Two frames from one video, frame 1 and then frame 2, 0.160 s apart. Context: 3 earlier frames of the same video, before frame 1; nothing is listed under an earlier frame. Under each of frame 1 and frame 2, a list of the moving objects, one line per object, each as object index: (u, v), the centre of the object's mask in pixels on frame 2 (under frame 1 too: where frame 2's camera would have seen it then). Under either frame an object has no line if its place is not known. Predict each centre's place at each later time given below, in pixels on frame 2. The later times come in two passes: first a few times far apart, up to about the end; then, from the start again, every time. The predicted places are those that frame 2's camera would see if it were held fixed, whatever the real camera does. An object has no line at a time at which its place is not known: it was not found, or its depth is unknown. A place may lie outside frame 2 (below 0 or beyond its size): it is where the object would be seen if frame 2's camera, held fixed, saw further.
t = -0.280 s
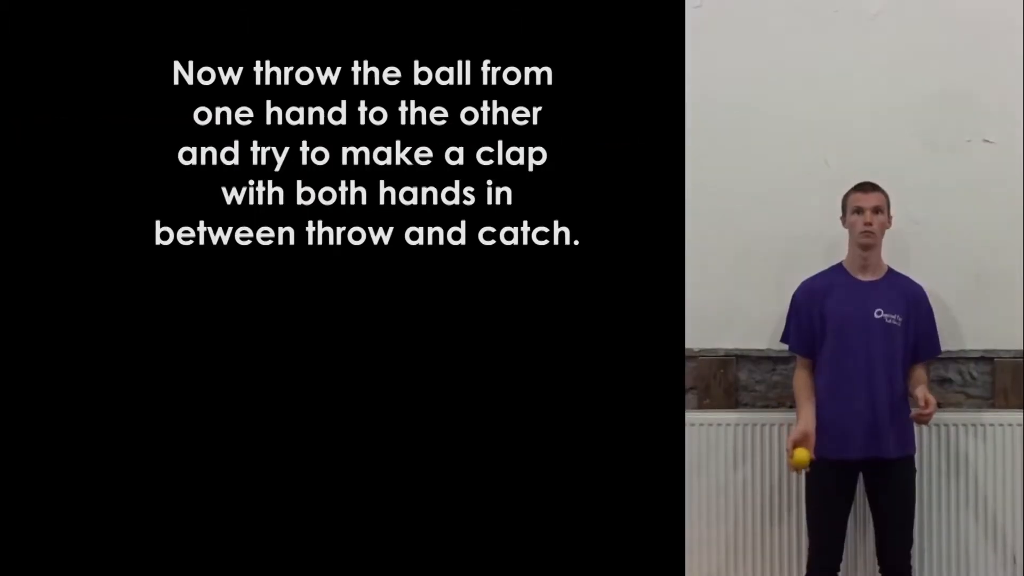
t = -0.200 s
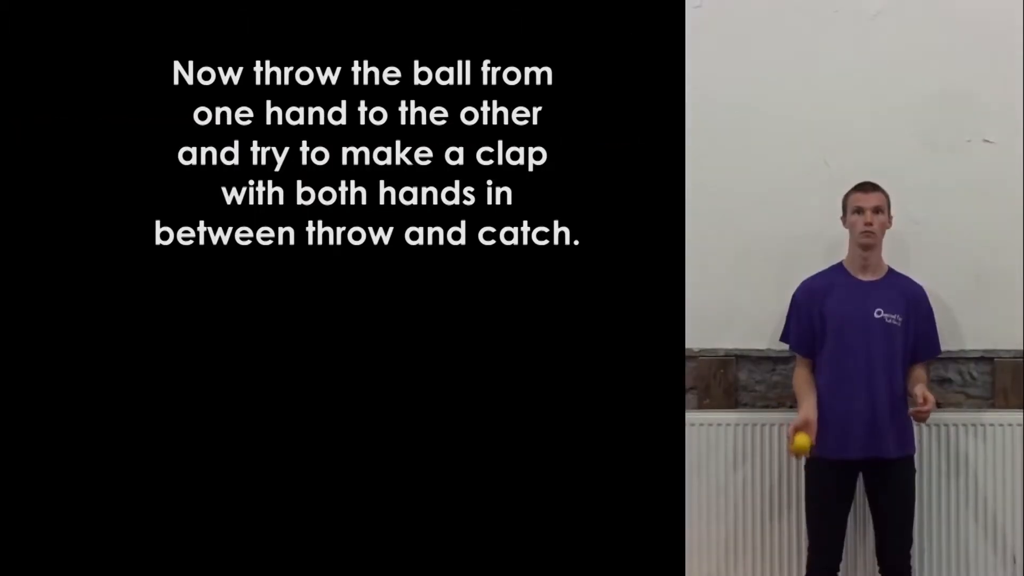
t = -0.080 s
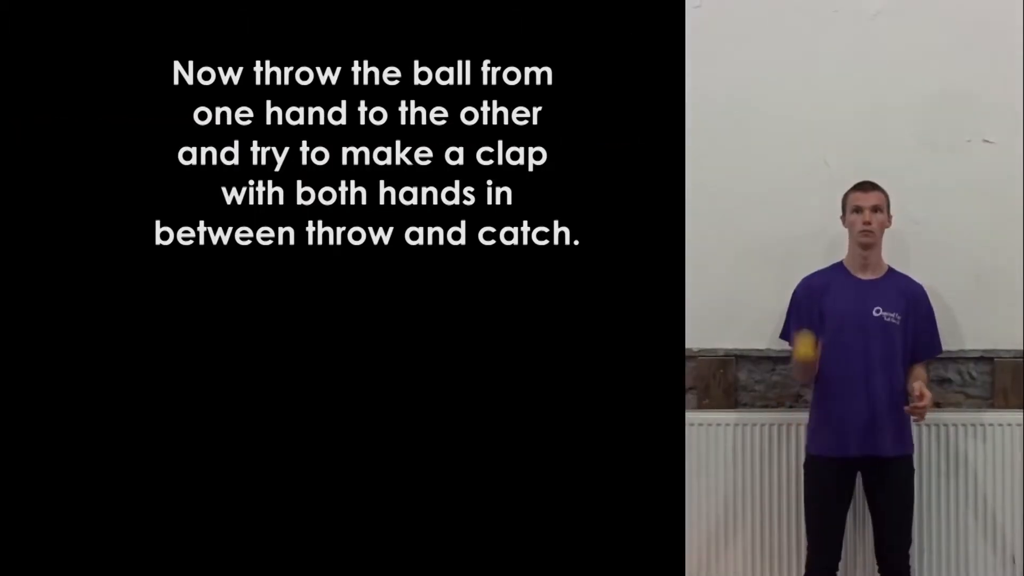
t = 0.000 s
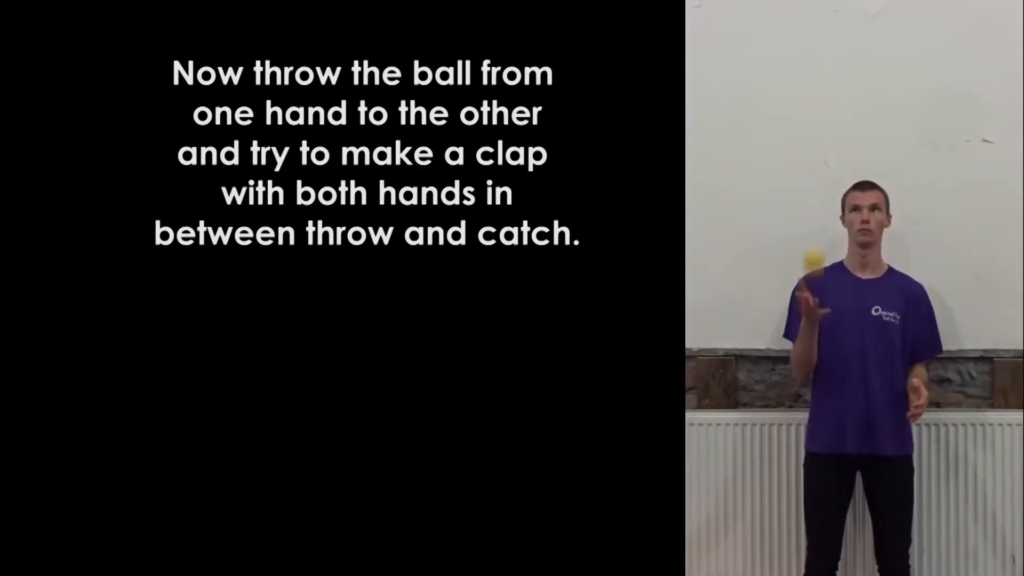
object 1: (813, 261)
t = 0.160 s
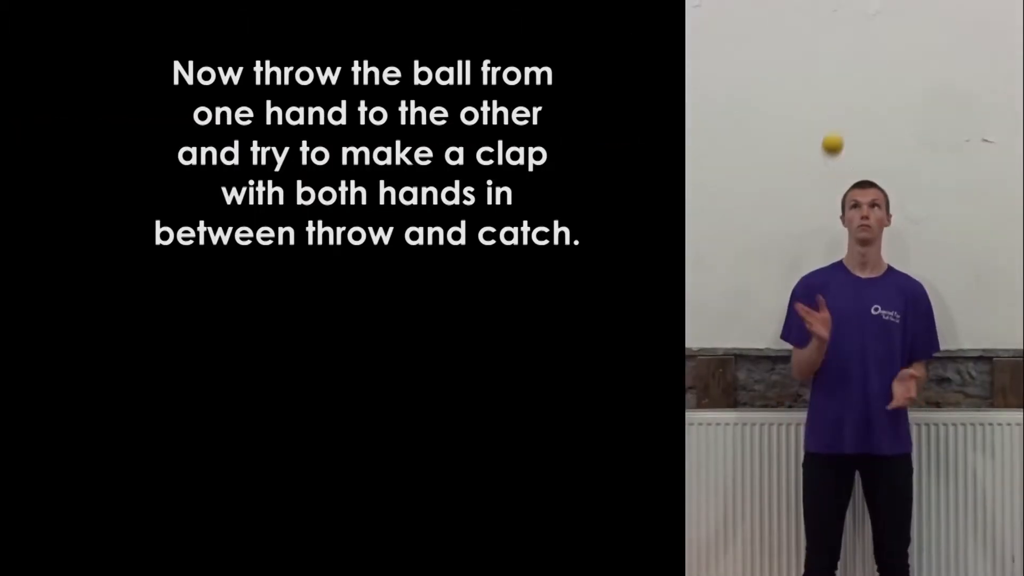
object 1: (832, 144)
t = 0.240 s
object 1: (842, 116)
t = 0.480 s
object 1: (871, 155)
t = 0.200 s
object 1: (837, 128)
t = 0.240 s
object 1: (842, 116)
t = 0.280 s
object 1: (847, 110)
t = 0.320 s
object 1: (851, 108)
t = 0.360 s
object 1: (856, 112)
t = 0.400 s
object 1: (861, 122)
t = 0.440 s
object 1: (866, 136)
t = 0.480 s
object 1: (871, 155)
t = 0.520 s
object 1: (876, 180)
